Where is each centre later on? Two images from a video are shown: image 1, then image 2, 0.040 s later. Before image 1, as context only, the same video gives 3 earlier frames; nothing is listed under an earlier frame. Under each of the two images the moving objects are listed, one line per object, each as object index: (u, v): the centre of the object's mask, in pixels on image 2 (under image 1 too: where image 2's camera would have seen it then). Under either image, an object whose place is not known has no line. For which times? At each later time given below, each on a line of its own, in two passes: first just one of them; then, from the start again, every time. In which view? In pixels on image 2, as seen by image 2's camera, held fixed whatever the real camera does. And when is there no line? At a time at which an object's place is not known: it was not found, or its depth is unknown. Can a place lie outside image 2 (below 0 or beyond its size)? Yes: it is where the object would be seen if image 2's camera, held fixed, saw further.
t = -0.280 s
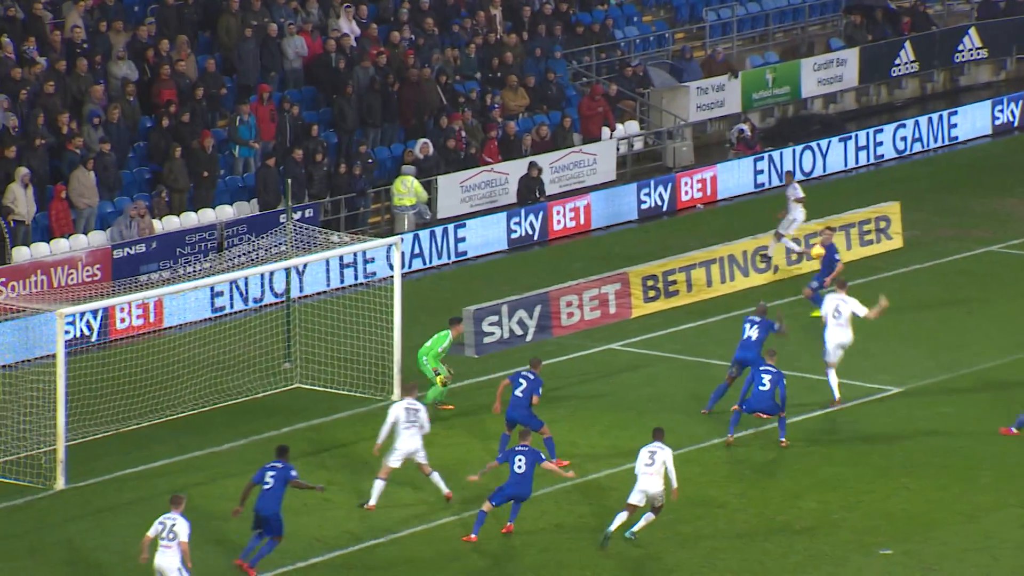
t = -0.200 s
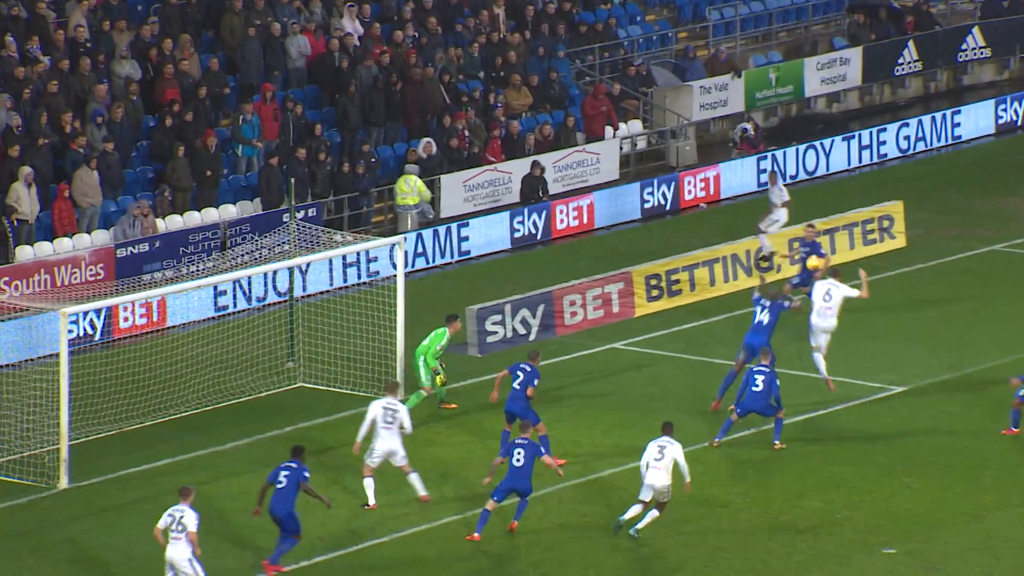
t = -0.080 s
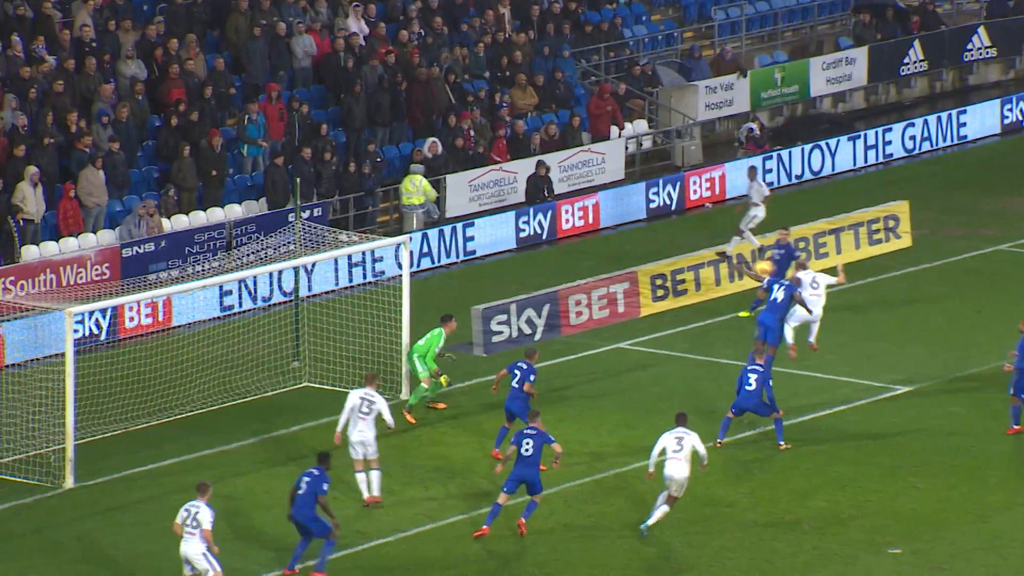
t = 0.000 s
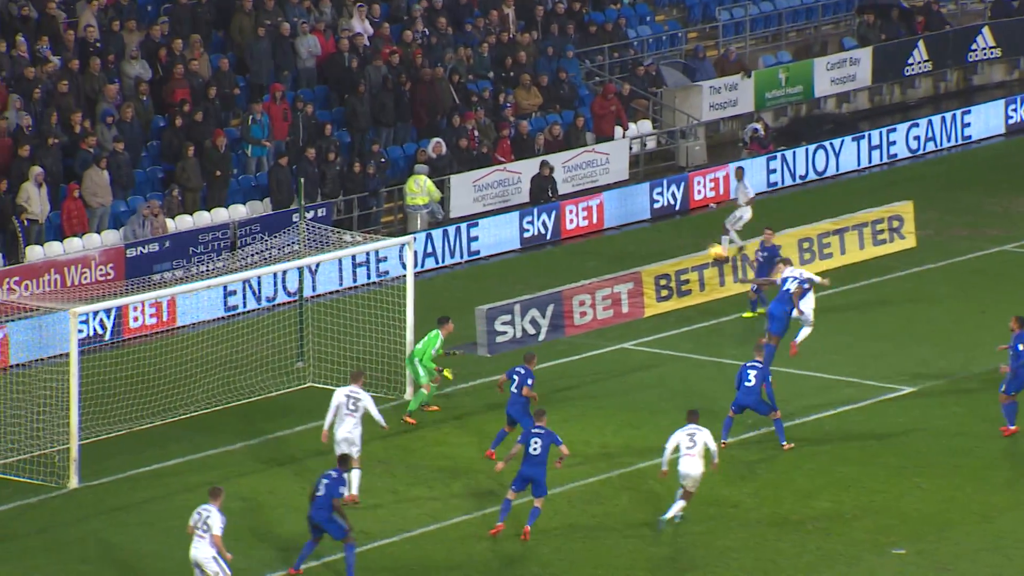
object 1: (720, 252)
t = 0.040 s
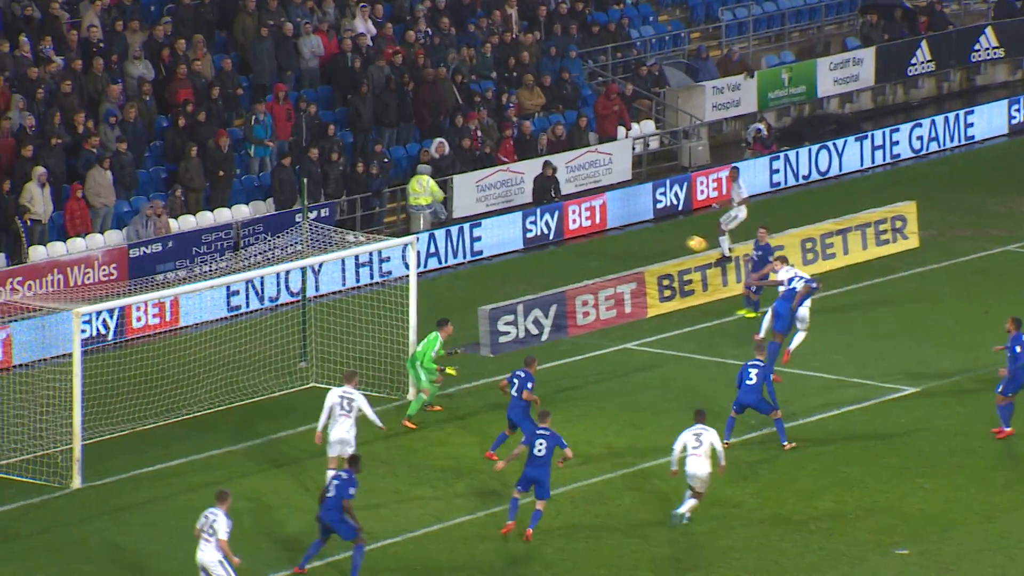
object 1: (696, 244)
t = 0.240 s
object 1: (584, 221)
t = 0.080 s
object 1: (673, 237)
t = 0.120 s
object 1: (651, 231)
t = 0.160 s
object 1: (629, 227)
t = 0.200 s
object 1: (606, 224)
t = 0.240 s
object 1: (584, 221)
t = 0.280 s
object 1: (562, 220)
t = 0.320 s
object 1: (542, 219)
